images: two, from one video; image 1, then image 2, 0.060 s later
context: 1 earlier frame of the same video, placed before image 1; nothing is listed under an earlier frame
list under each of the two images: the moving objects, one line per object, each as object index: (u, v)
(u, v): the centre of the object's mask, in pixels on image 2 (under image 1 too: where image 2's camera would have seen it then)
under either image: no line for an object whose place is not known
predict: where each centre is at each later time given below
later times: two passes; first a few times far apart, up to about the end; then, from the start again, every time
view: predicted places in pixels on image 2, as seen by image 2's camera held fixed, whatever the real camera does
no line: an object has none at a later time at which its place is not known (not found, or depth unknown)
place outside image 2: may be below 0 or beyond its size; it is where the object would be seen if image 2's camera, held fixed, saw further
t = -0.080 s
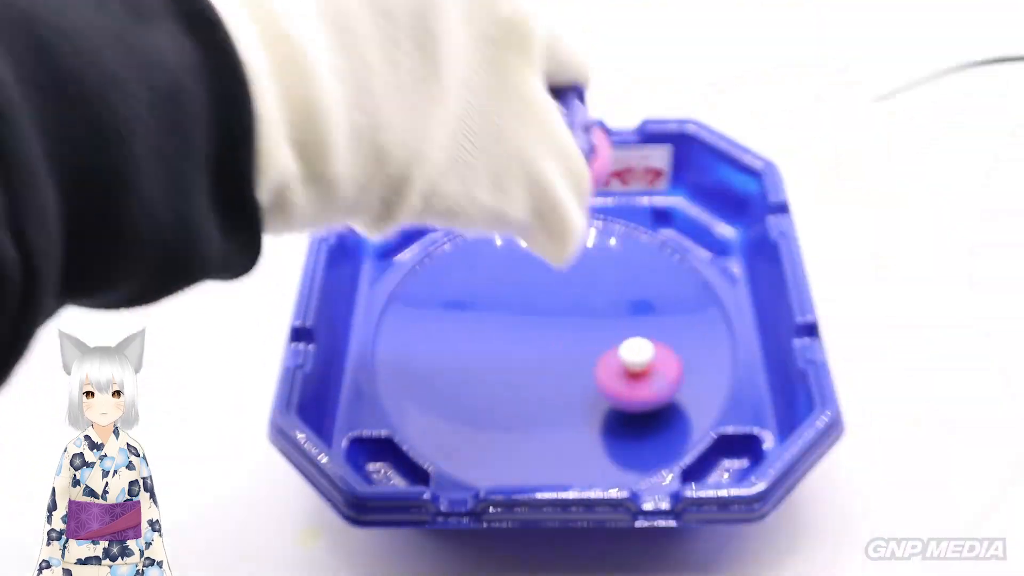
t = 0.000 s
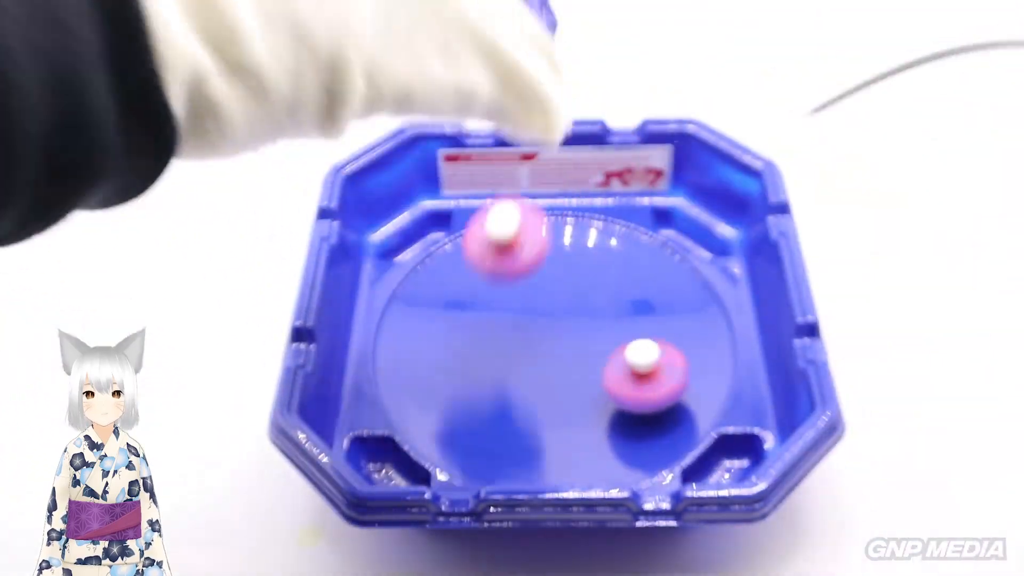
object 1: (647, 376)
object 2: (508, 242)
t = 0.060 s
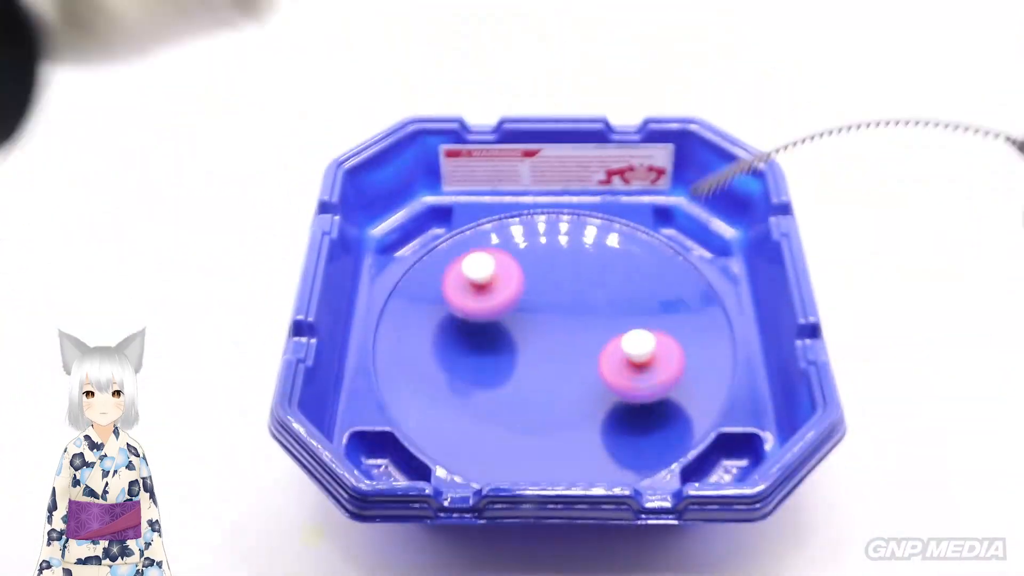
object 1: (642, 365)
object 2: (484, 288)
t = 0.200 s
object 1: (601, 348)
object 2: (468, 320)
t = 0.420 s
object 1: (533, 305)
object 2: (577, 406)
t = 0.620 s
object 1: (484, 288)
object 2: (660, 377)
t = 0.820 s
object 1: (479, 310)
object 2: (614, 317)
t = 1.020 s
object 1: (387, 357)
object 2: (655, 280)
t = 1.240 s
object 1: (450, 367)
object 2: (576, 254)
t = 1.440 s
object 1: (552, 370)
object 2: (502, 307)
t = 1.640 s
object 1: (635, 370)
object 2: (476, 340)
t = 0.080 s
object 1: (637, 365)
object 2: (477, 288)
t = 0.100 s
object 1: (632, 365)
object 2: (471, 296)
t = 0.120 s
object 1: (624, 363)
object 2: (466, 305)
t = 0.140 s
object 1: (619, 360)
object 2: (463, 308)
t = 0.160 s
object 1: (612, 357)
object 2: (463, 311)
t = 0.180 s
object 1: (607, 353)
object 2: (465, 317)
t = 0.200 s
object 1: (601, 348)
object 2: (468, 320)
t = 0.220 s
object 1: (597, 344)
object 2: (474, 332)
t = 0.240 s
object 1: (590, 340)
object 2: (480, 342)
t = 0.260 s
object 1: (584, 335)
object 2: (488, 353)
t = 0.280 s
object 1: (578, 331)
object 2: (498, 365)
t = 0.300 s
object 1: (573, 327)
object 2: (508, 377)
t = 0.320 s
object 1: (566, 323)
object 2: (519, 386)
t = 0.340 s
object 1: (559, 318)
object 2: (531, 394)
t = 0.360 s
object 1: (553, 316)
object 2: (542, 394)
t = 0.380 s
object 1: (547, 312)
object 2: (553, 399)
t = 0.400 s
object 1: (540, 309)
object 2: (566, 403)
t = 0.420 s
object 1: (533, 305)
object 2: (577, 406)
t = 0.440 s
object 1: (528, 303)
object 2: (590, 408)
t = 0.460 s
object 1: (522, 299)
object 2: (601, 408)
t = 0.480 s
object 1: (516, 298)
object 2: (612, 407)
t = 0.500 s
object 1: (510, 295)
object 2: (622, 404)
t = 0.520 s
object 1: (505, 293)
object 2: (631, 401)
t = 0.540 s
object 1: (500, 291)
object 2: (639, 397)
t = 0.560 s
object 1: (496, 291)
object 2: (646, 392)
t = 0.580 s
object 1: (491, 289)
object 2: (652, 391)
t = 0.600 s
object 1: (488, 289)
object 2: (657, 385)
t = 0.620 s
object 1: (484, 288)
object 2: (660, 377)
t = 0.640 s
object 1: (481, 290)
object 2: (662, 371)
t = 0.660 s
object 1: (478, 290)
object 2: (663, 364)
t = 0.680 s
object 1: (476, 291)
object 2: (662, 356)
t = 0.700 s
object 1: (475, 292)
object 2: (659, 349)
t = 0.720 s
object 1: (475, 295)
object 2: (654, 342)
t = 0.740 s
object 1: (474, 297)
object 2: (648, 336)
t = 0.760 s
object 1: (475, 300)
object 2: (641, 330)
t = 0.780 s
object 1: (476, 302)
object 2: (632, 325)
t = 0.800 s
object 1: (477, 306)
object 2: (623, 321)
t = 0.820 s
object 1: (479, 310)
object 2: (614, 317)
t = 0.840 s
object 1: (481, 313)
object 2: (603, 314)
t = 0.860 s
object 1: (484, 318)
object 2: (593, 312)
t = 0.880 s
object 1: (488, 322)
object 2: (582, 310)
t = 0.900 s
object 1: (489, 326)
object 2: (573, 309)
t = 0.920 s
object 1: (463, 334)
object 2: (593, 303)
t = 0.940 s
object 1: (436, 339)
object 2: (613, 297)
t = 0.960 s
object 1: (417, 348)
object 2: (629, 293)
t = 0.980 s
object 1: (400, 352)
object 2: (641, 288)
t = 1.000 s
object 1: (389, 356)
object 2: (650, 284)
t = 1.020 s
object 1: (387, 357)
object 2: (655, 280)
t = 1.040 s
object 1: (393, 358)
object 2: (656, 277)
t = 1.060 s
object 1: (399, 359)
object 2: (653, 273)
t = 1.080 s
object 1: (405, 358)
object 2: (648, 270)
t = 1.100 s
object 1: (411, 358)
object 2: (641, 266)
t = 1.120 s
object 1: (417, 357)
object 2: (632, 262)
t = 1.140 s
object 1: (422, 358)
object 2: (624, 255)
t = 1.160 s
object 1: (426, 359)
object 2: (615, 252)
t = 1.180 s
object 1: (431, 361)
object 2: (605, 250)
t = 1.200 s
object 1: (437, 363)
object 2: (596, 253)
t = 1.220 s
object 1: (443, 365)
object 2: (586, 253)
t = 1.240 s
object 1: (450, 367)
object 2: (576, 254)
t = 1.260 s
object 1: (458, 368)
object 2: (566, 253)
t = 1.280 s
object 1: (468, 369)
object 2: (556, 256)
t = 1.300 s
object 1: (478, 370)
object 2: (547, 261)
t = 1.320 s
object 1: (487, 370)
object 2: (538, 270)
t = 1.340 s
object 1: (497, 369)
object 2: (531, 276)
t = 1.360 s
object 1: (508, 368)
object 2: (524, 283)
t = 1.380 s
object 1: (519, 367)
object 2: (518, 291)
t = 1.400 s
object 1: (529, 365)
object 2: (513, 299)
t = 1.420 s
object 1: (539, 363)
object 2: (508, 308)
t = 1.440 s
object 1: (552, 370)
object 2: (502, 307)
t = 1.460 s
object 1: (567, 378)
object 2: (496, 305)
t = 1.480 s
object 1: (579, 383)
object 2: (491, 305)
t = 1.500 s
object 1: (591, 387)
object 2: (487, 307)
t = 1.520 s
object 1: (600, 386)
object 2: (483, 309)
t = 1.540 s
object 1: (608, 384)
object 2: (480, 313)
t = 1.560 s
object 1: (614, 382)
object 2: (478, 318)
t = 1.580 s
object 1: (619, 380)
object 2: (476, 323)
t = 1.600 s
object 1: (625, 376)
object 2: (475, 328)
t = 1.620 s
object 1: (630, 373)
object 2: (475, 334)
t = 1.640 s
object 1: (635, 370)
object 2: (476, 340)
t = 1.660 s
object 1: (637, 366)
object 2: (478, 346)
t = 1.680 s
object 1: (640, 361)
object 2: (482, 348)
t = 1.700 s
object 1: (642, 357)
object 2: (486, 353)
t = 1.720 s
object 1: (644, 352)
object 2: (492, 357)
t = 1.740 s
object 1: (643, 348)
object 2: (498, 360)
